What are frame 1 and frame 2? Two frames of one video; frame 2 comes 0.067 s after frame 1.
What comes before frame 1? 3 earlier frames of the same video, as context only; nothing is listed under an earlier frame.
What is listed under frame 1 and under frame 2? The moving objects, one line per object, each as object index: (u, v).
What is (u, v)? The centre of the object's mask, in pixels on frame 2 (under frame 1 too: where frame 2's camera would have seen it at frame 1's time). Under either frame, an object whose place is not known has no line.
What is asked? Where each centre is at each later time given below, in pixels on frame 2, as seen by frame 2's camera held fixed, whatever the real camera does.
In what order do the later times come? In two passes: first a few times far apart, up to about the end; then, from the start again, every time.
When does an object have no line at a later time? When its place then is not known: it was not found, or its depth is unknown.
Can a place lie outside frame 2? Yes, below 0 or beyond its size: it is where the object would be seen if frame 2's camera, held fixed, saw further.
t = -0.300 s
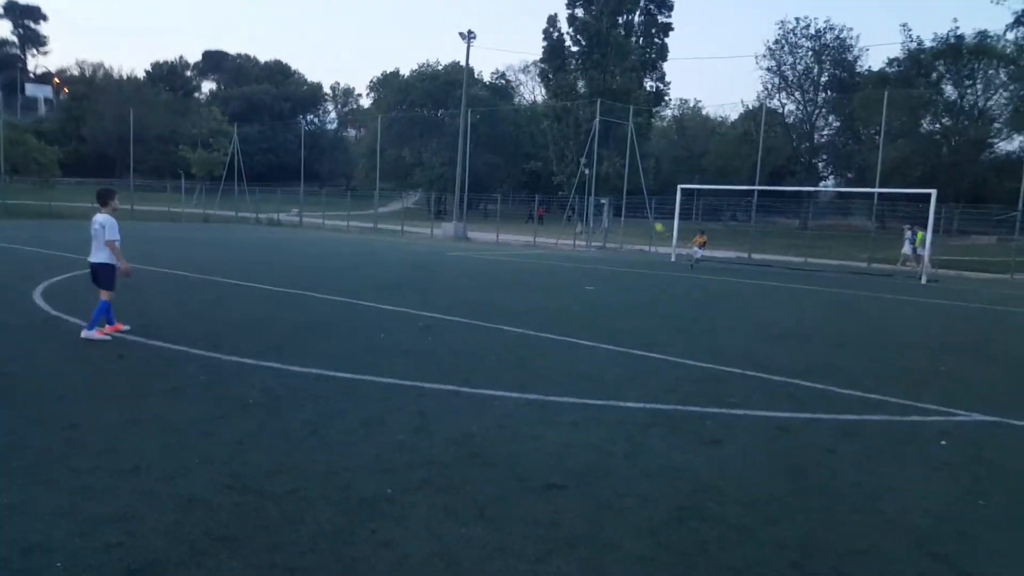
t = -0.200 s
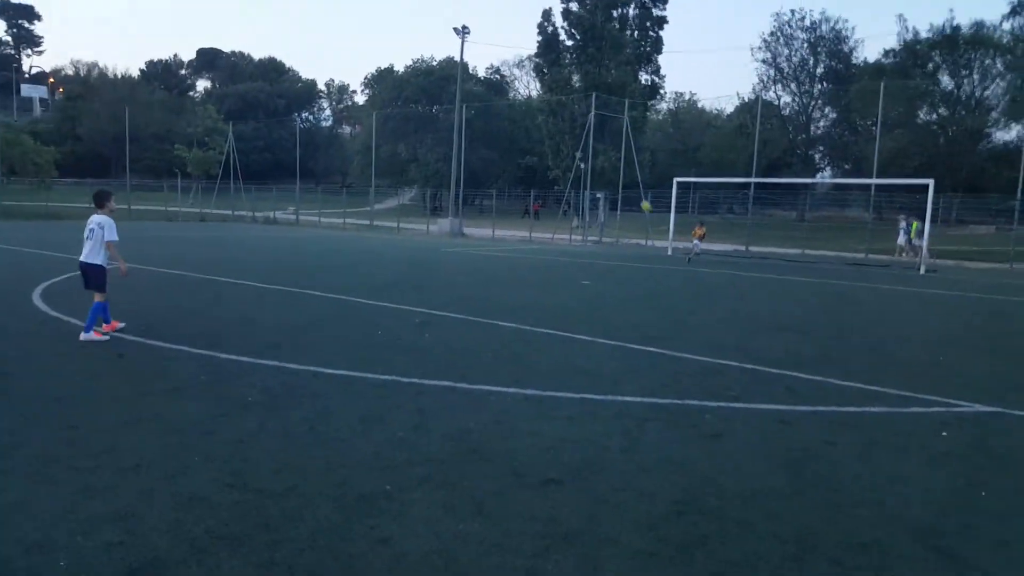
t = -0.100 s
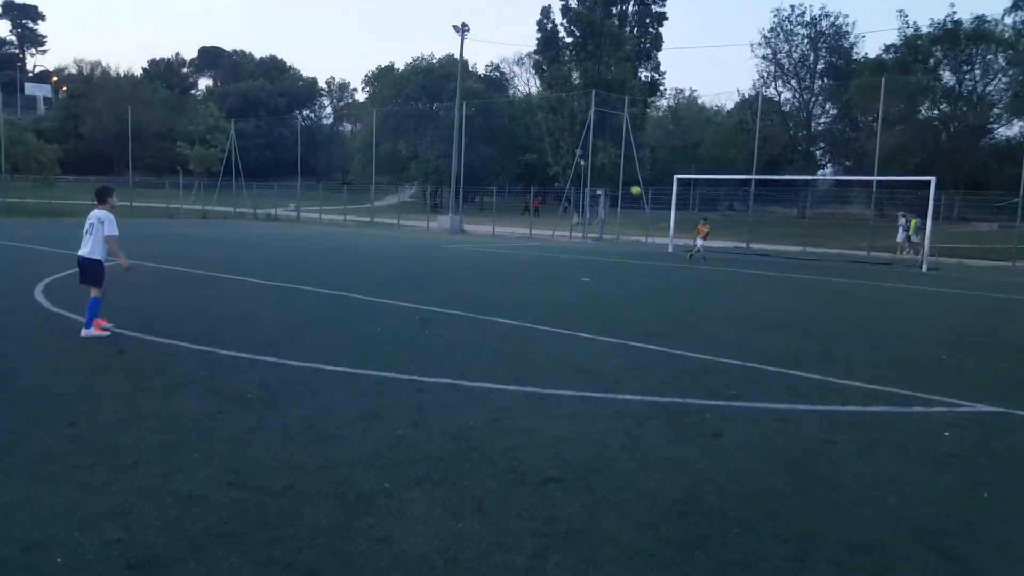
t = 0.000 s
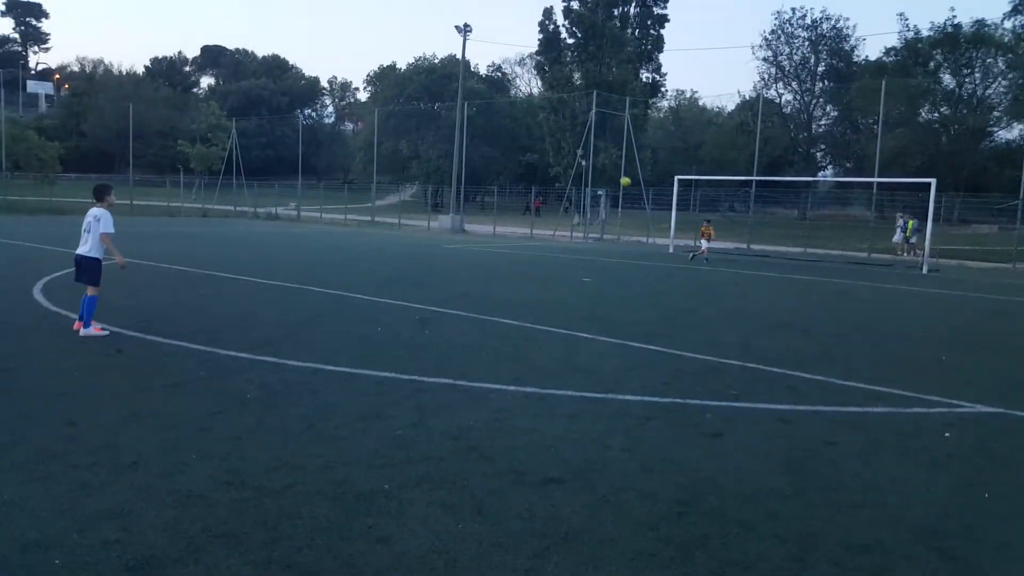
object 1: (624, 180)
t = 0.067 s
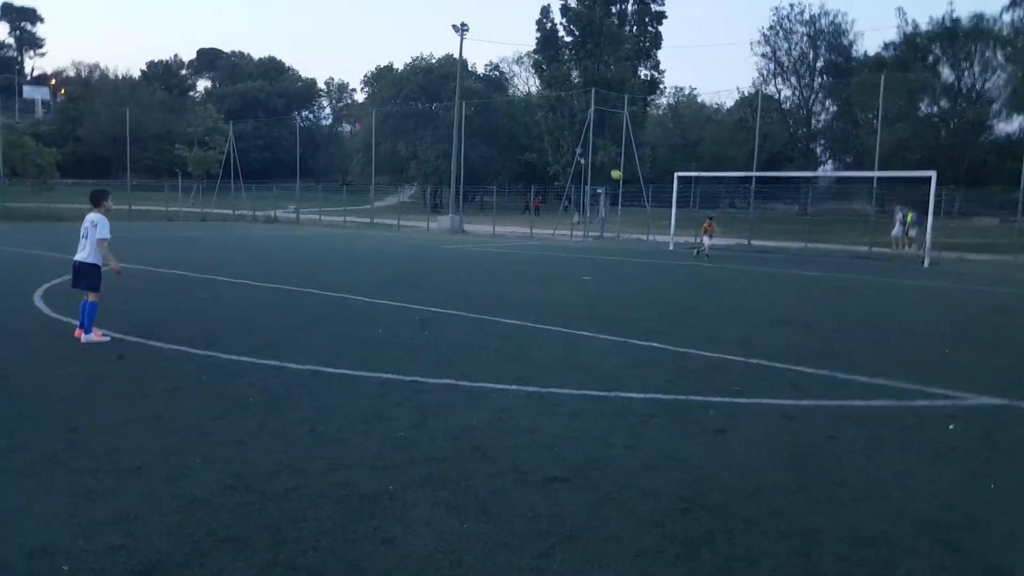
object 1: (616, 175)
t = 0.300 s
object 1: (581, 174)
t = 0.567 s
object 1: (536, 205)
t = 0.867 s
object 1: (482, 276)
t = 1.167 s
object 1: (455, 230)
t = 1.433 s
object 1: (430, 235)
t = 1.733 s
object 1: (398, 294)
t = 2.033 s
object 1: (357, 269)
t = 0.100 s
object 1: (612, 173)
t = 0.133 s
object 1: (608, 171)
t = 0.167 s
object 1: (603, 170)
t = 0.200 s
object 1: (598, 170)
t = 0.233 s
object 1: (592, 171)
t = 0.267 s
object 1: (586, 173)
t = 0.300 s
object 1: (581, 174)
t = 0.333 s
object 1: (577, 175)
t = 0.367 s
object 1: (573, 178)
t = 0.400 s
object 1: (566, 181)
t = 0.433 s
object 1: (560, 185)
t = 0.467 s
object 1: (555, 189)
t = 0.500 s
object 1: (548, 194)
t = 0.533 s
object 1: (541, 199)
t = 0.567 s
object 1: (536, 205)
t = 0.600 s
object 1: (530, 213)
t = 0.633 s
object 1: (523, 220)
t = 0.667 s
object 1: (517, 229)
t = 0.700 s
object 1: (509, 238)
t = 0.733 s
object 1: (502, 248)
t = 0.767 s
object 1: (496, 259)
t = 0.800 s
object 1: (489, 270)
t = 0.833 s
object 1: (485, 282)
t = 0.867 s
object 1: (482, 276)
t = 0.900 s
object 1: (478, 268)
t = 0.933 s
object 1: (475, 261)
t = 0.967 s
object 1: (473, 255)
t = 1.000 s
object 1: (469, 249)
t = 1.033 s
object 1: (466, 245)
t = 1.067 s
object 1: (464, 240)
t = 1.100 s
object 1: (461, 236)
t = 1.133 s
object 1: (458, 232)
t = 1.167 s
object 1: (455, 230)
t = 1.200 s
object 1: (452, 227)
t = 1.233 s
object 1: (449, 227)
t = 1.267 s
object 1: (447, 227)
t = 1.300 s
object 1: (443, 226)
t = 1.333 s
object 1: (440, 227)
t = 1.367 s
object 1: (436, 229)
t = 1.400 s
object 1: (433, 232)
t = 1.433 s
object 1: (430, 235)
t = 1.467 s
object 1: (427, 239)
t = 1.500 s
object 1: (423, 243)
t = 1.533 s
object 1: (420, 249)
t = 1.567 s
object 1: (417, 256)
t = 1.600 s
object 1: (413, 263)
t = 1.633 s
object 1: (410, 271)
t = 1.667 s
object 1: (406, 279)
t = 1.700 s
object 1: (402, 289)
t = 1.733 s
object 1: (398, 294)
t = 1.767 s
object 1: (394, 289)
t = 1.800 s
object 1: (390, 283)
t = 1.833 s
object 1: (385, 280)
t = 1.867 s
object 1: (381, 276)
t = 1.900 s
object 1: (376, 273)
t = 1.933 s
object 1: (372, 271)
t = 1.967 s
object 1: (367, 270)
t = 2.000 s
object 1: (362, 269)
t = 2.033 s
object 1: (357, 269)
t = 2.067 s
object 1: (352, 270)
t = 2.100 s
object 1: (347, 272)
